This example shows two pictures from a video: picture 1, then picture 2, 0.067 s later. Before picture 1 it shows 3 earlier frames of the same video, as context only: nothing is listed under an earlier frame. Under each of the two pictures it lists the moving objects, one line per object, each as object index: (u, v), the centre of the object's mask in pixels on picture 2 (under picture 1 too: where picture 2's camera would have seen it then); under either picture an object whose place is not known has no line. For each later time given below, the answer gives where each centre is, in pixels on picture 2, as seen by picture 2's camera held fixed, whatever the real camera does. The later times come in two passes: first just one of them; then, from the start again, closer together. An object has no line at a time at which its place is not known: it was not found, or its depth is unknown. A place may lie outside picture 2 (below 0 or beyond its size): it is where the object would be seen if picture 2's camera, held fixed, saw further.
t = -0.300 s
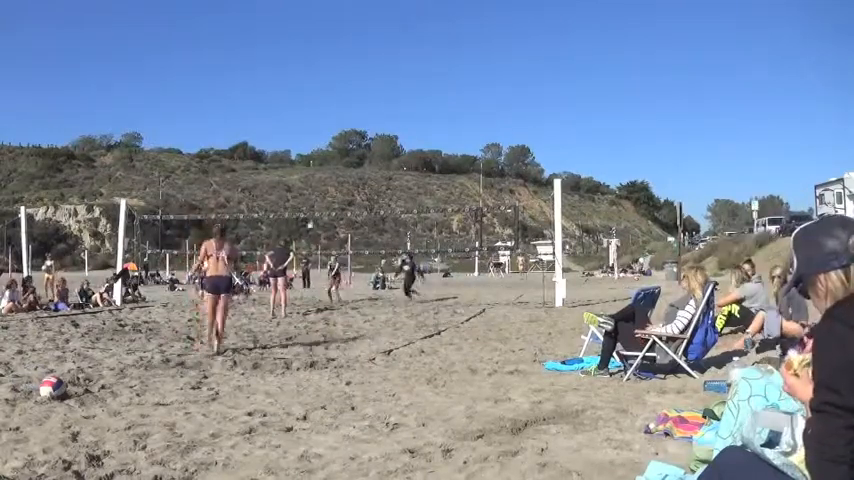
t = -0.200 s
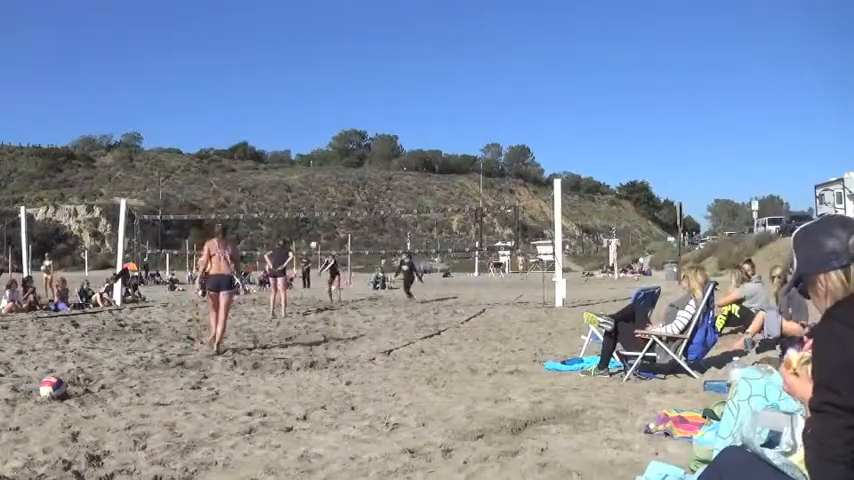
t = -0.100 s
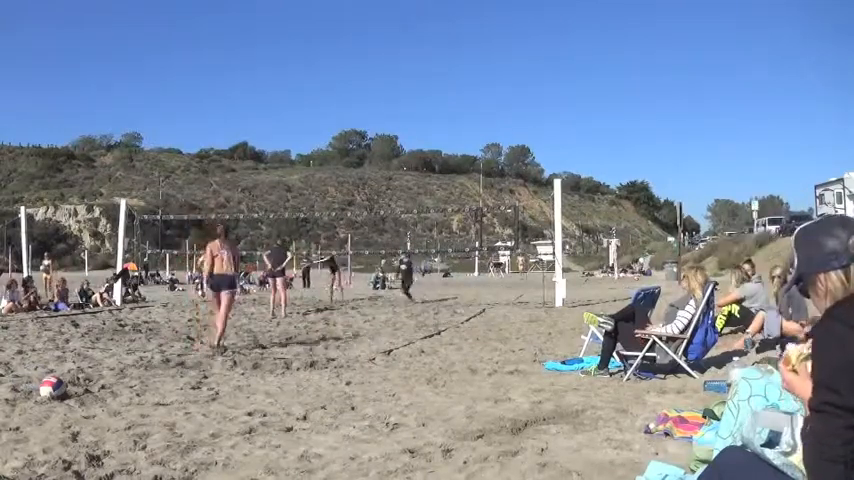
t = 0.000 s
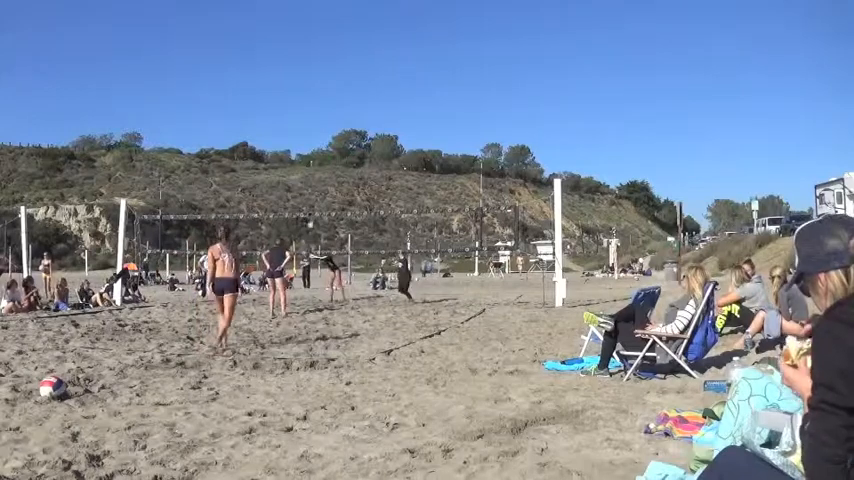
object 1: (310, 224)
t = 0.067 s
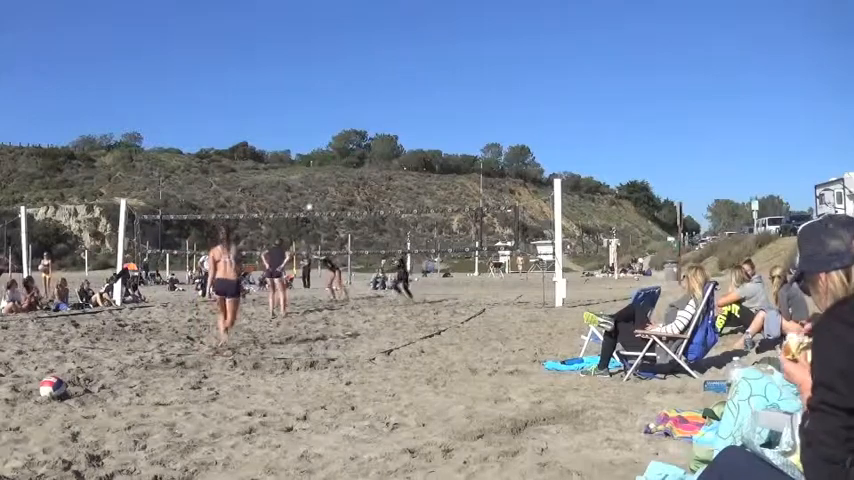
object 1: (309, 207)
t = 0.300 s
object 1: (302, 157)
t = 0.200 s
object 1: (305, 177)
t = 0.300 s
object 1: (302, 157)
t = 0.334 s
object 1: (301, 151)
